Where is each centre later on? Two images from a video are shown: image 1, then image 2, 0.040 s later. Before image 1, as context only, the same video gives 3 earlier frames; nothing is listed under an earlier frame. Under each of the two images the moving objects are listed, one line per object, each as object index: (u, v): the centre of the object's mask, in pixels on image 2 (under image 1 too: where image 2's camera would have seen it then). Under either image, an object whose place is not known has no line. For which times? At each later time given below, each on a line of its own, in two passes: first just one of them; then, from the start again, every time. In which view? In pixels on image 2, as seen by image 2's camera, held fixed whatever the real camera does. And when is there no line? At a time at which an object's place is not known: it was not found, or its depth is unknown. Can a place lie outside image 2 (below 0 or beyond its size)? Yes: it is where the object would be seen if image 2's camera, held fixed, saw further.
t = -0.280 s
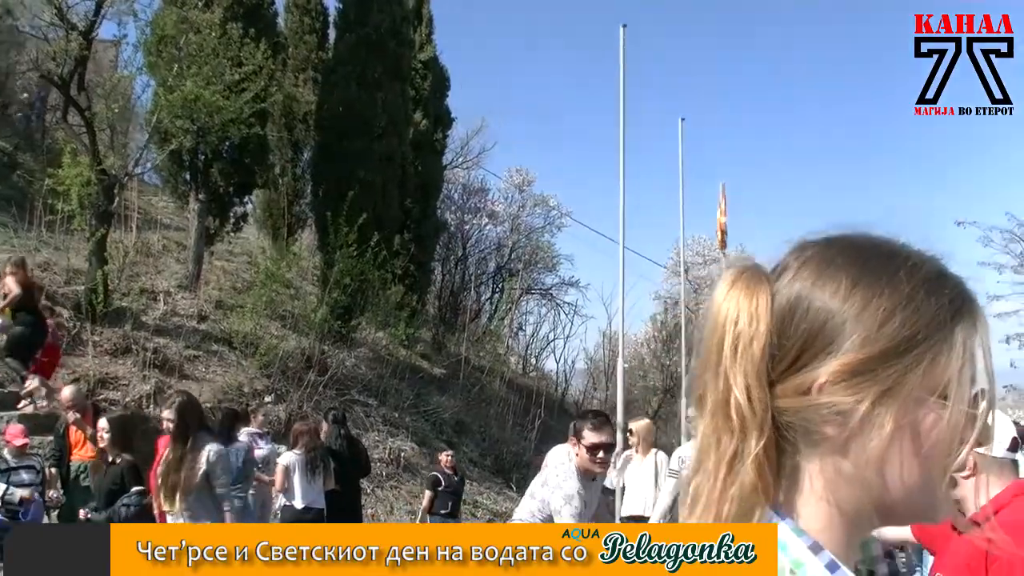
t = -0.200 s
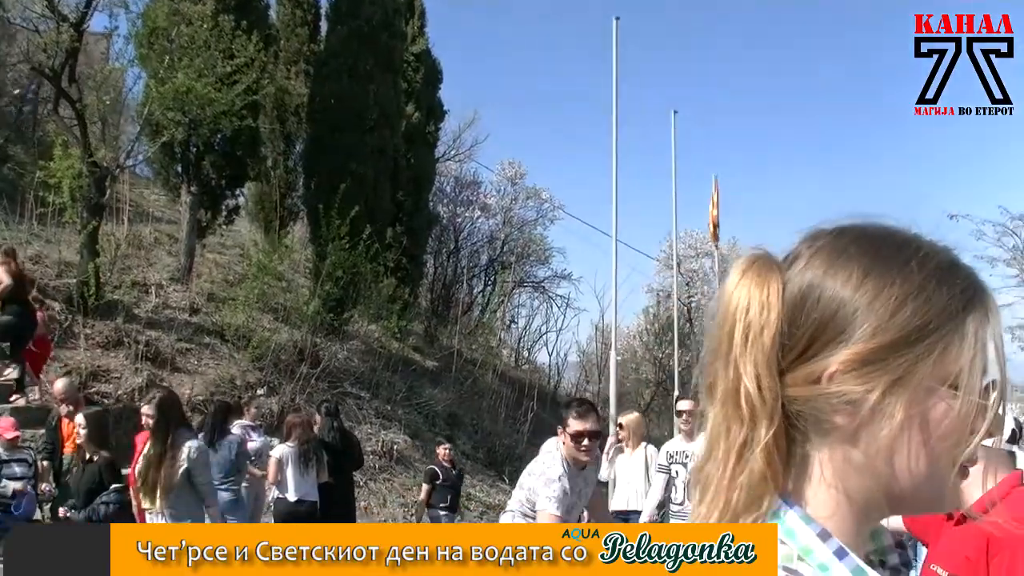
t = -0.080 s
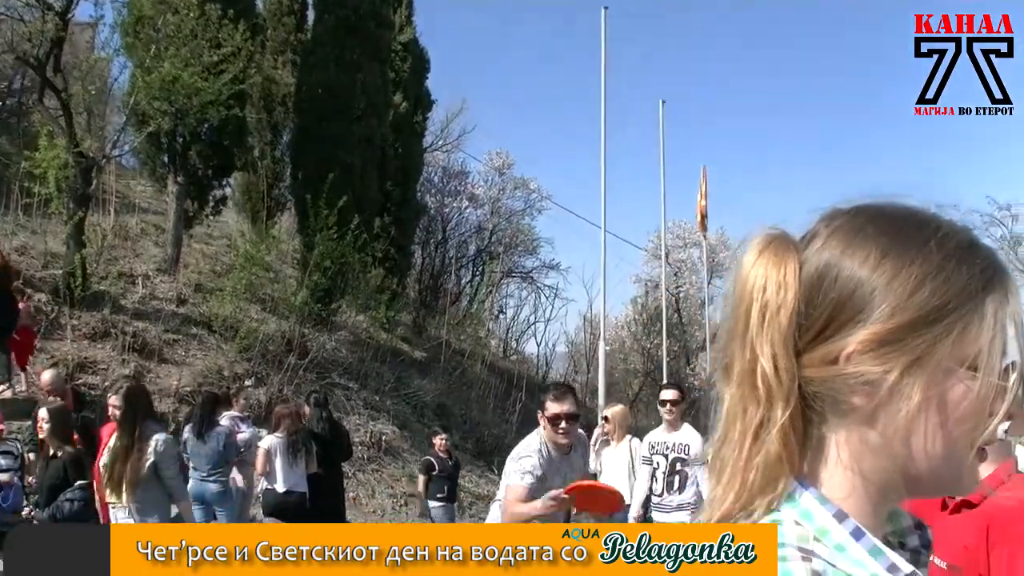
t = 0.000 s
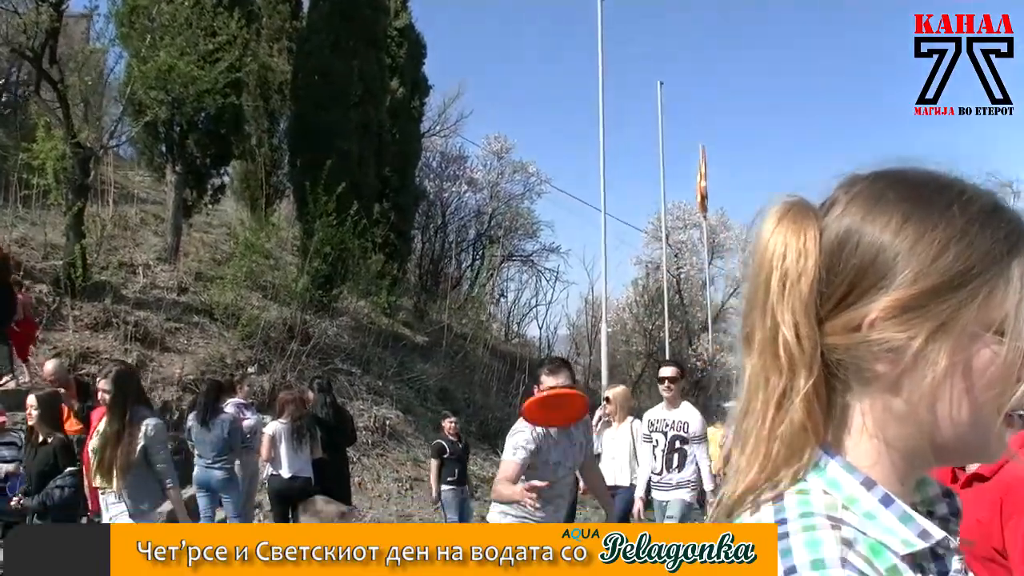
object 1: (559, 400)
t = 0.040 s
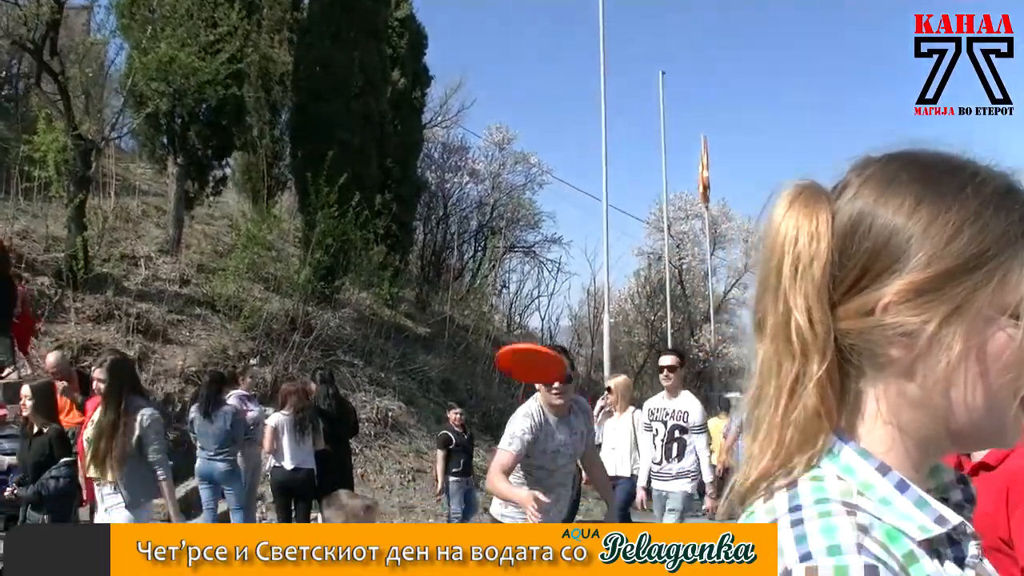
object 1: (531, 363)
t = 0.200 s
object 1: (392, 224)
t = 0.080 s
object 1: (503, 329)
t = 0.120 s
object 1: (471, 292)
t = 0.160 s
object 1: (432, 258)
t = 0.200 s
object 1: (392, 224)
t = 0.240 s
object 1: (343, 192)
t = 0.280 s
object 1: (292, 163)
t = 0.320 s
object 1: (232, 132)
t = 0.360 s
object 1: (163, 104)
